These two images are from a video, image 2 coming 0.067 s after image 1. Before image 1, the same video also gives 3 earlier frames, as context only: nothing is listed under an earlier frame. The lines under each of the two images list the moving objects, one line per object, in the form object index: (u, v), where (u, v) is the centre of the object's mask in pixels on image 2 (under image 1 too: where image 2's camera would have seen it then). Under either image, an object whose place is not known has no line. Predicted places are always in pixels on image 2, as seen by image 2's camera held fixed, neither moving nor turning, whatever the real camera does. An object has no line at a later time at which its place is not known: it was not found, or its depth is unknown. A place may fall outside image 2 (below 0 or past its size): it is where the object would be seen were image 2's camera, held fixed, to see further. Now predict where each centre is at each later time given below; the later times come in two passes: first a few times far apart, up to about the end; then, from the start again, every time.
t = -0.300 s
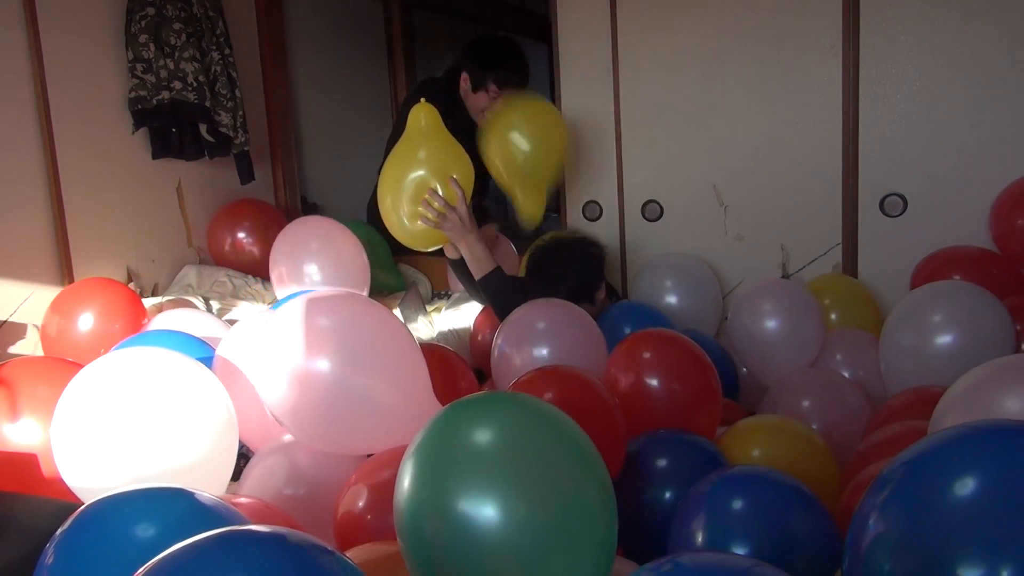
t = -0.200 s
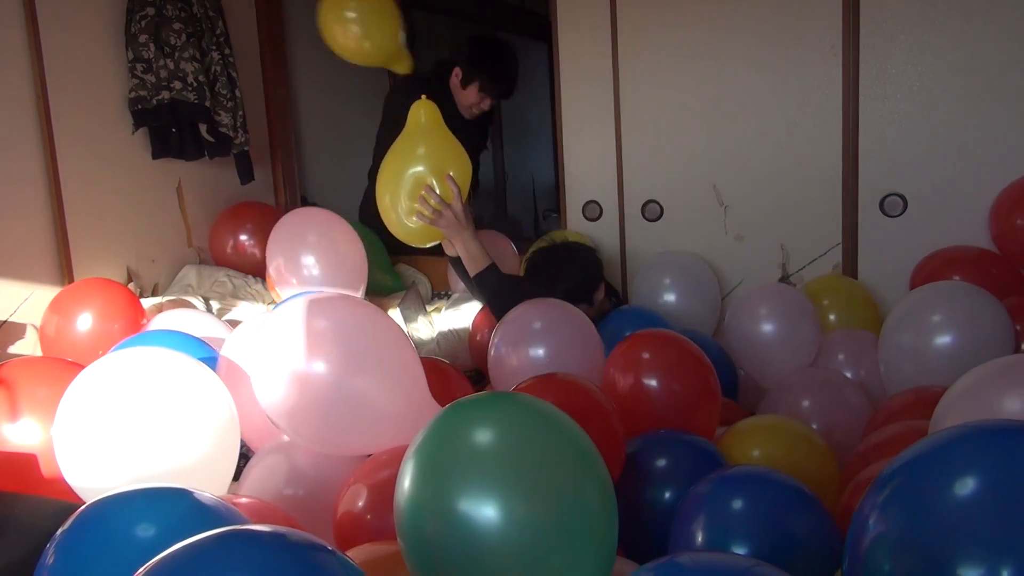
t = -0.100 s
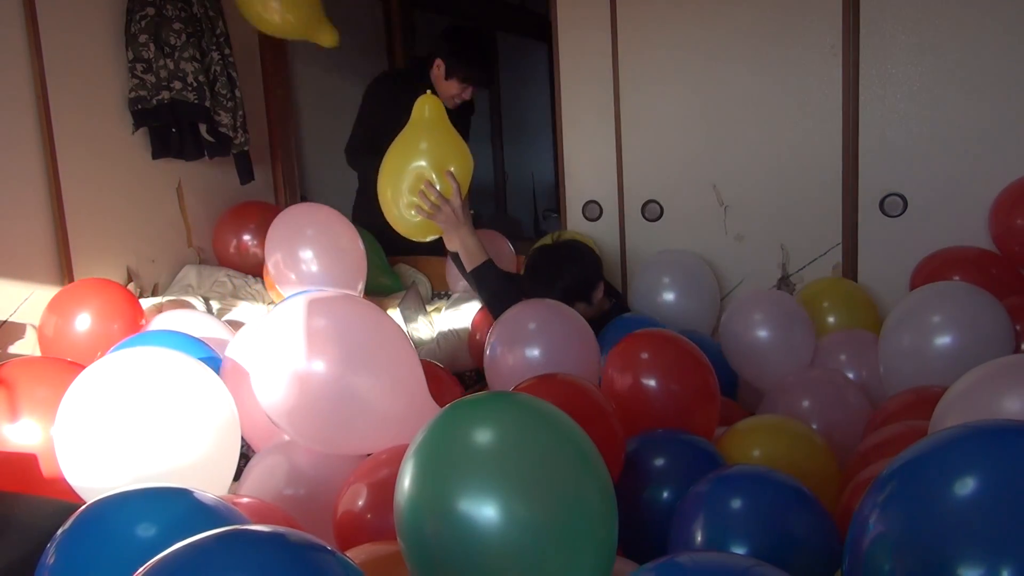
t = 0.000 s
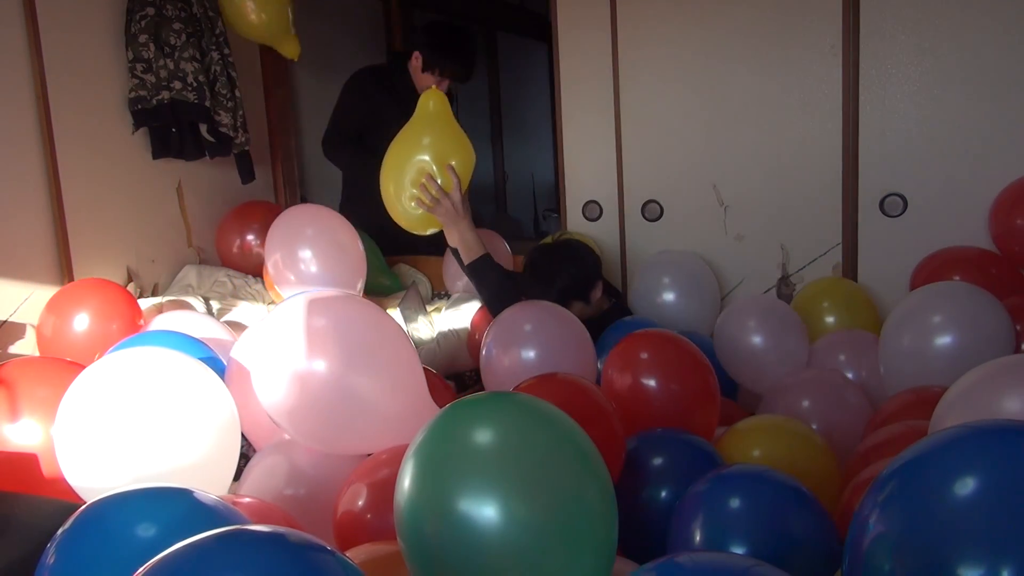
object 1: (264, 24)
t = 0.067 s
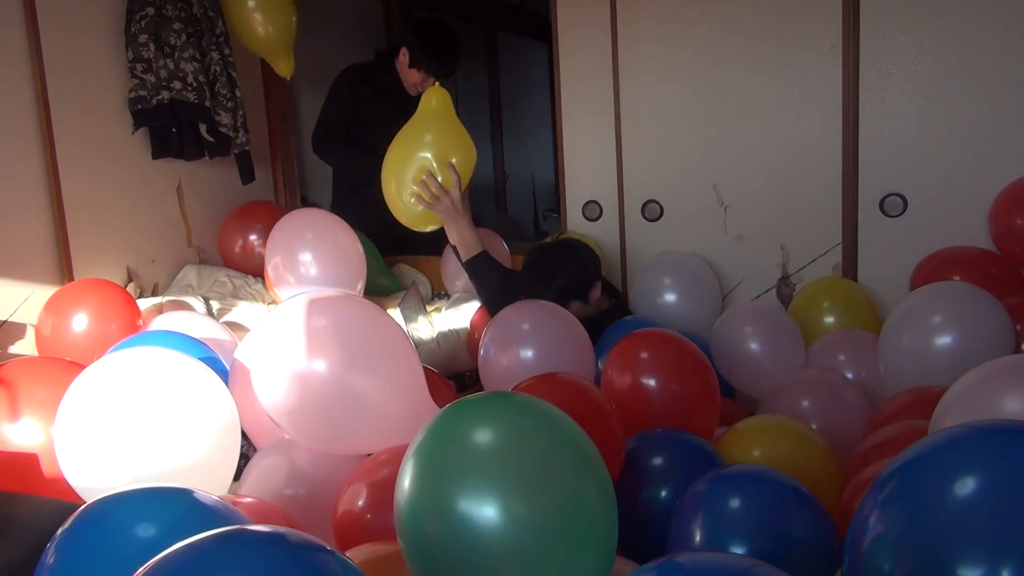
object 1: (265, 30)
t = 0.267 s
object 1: (275, 59)
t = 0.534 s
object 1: (278, 112)
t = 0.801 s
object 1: (285, 159)
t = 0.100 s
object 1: (266, 33)
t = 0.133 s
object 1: (269, 37)
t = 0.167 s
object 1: (270, 41)
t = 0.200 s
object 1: (272, 46)
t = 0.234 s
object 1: (273, 52)
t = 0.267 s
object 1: (275, 59)
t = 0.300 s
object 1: (276, 66)
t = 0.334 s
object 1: (275, 73)
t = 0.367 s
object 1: (275, 80)
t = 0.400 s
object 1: (275, 86)
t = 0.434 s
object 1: (276, 93)
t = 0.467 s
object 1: (277, 99)
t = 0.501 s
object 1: (278, 106)
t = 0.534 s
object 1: (278, 112)
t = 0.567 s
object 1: (279, 118)
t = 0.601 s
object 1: (281, 124)
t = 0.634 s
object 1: (281, 130)
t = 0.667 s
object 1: (282, 136)
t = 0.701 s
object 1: (283, 142)
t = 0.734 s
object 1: (284, 148)
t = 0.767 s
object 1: (285, 153)
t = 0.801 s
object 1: (285, 159)
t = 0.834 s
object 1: (285, 165)
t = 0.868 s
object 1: (285, 171)
